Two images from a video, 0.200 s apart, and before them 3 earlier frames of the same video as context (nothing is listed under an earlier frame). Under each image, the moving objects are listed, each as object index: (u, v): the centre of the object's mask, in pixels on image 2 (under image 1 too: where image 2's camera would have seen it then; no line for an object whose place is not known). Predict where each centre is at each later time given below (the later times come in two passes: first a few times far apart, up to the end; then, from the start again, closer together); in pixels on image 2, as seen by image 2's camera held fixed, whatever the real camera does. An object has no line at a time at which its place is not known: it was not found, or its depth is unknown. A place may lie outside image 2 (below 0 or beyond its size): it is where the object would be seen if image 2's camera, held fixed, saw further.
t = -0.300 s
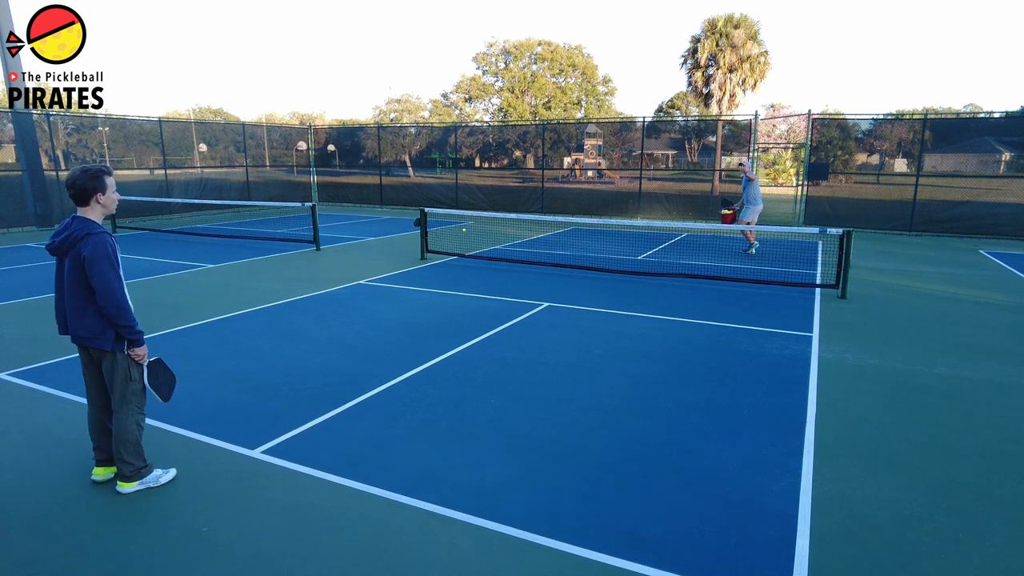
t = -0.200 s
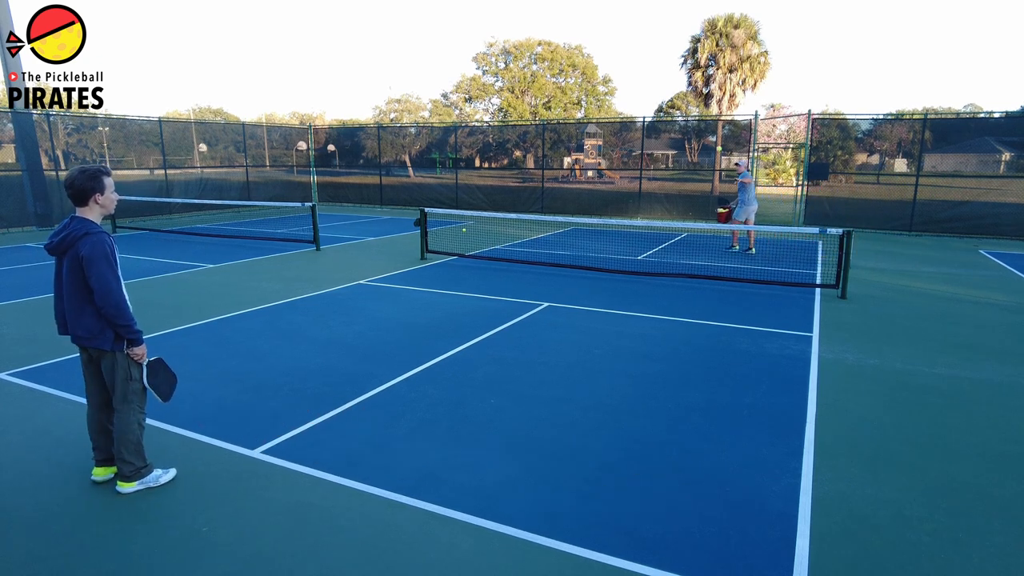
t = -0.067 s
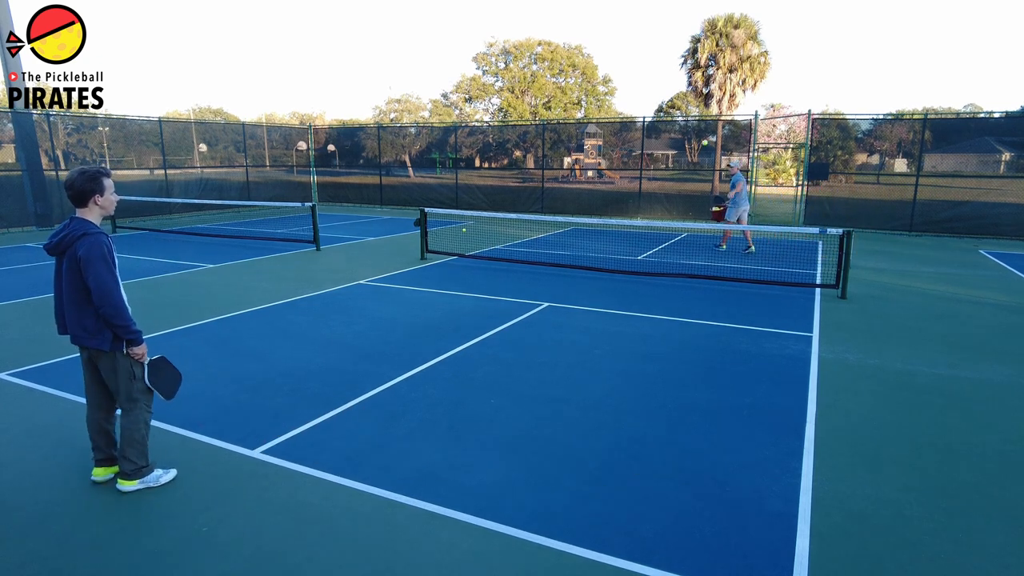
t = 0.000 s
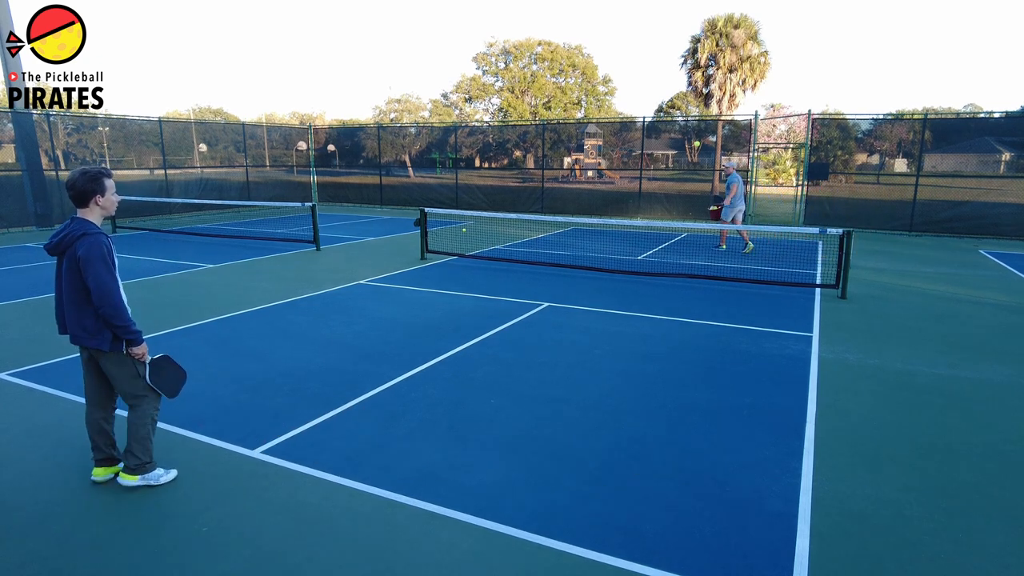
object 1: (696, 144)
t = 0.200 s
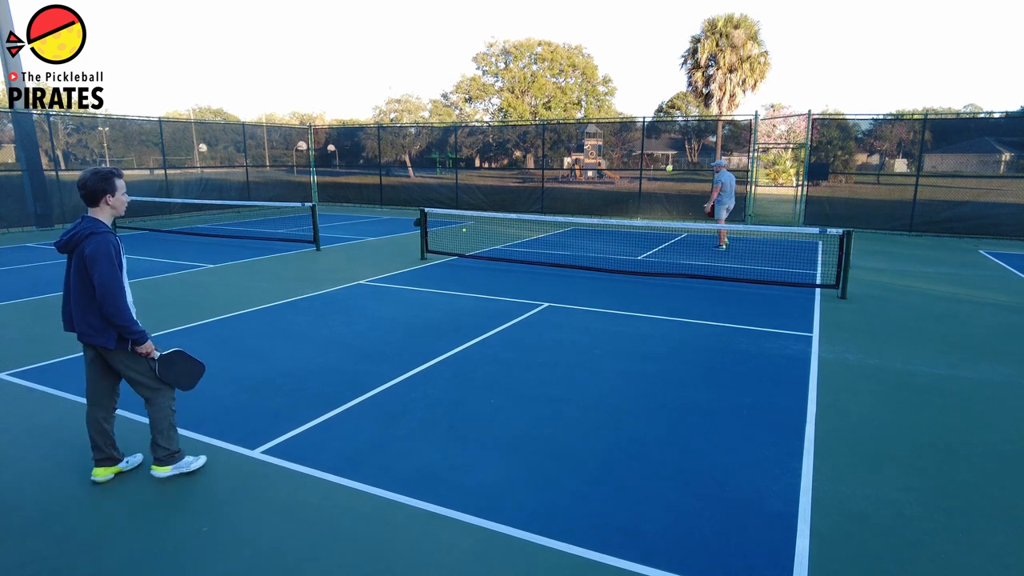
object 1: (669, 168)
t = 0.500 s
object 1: (618, 270)
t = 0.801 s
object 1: (584, 267)
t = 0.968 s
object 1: (567, 259)
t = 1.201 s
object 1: (541, 292)
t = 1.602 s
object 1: (495, 316)
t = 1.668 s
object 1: (486, 321)
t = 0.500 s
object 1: (618, 270)
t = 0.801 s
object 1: (584, 267)
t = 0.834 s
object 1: (580, 264)
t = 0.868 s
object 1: (577, 261)
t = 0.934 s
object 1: (570, 259)
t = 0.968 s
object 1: (567, 259)
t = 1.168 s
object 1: (545, 284)
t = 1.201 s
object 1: (541, 292)
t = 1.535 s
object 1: (503, 317)
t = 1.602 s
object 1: (495, 316)
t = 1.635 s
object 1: (491, 318)
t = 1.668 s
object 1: (486, 321)
